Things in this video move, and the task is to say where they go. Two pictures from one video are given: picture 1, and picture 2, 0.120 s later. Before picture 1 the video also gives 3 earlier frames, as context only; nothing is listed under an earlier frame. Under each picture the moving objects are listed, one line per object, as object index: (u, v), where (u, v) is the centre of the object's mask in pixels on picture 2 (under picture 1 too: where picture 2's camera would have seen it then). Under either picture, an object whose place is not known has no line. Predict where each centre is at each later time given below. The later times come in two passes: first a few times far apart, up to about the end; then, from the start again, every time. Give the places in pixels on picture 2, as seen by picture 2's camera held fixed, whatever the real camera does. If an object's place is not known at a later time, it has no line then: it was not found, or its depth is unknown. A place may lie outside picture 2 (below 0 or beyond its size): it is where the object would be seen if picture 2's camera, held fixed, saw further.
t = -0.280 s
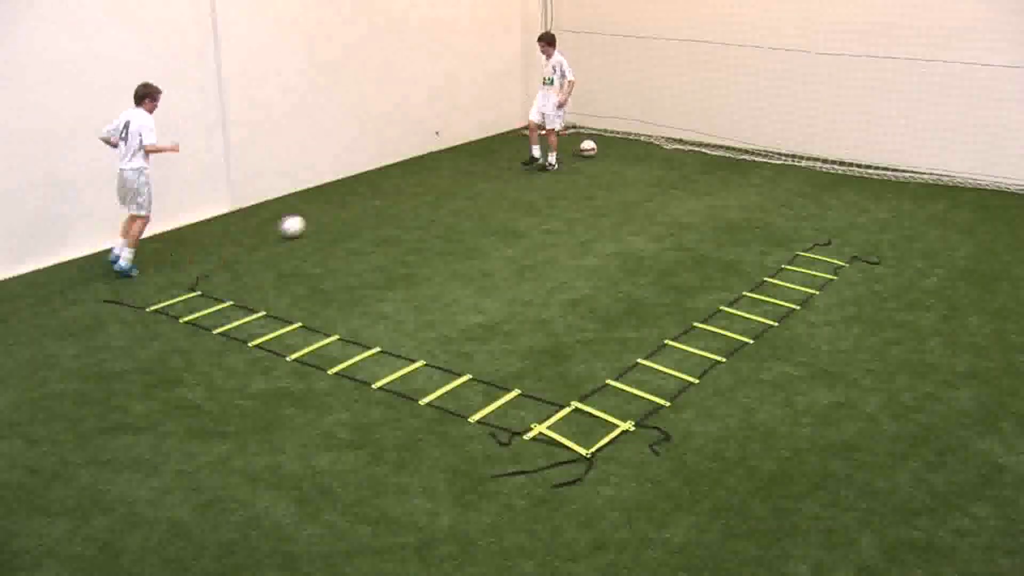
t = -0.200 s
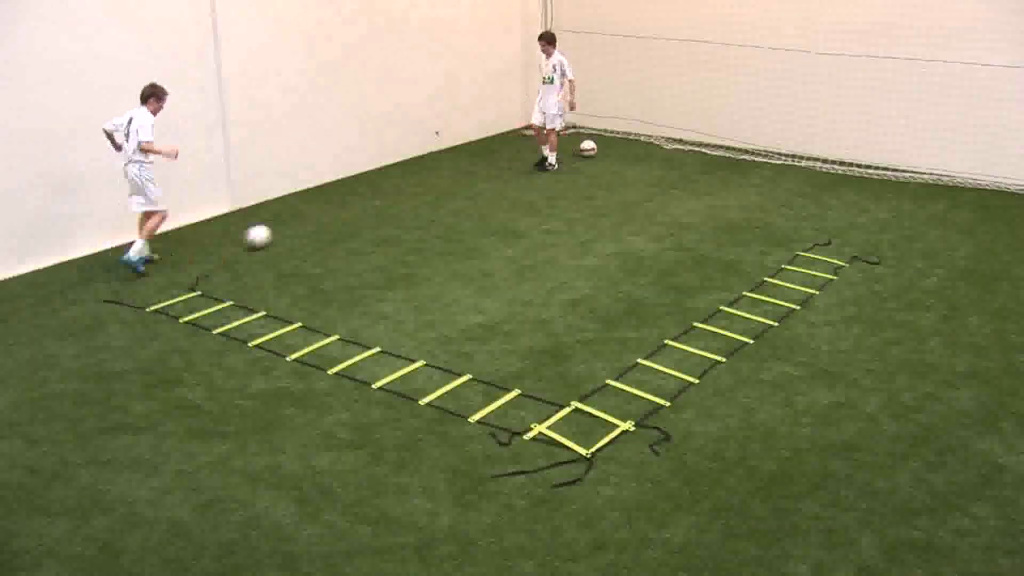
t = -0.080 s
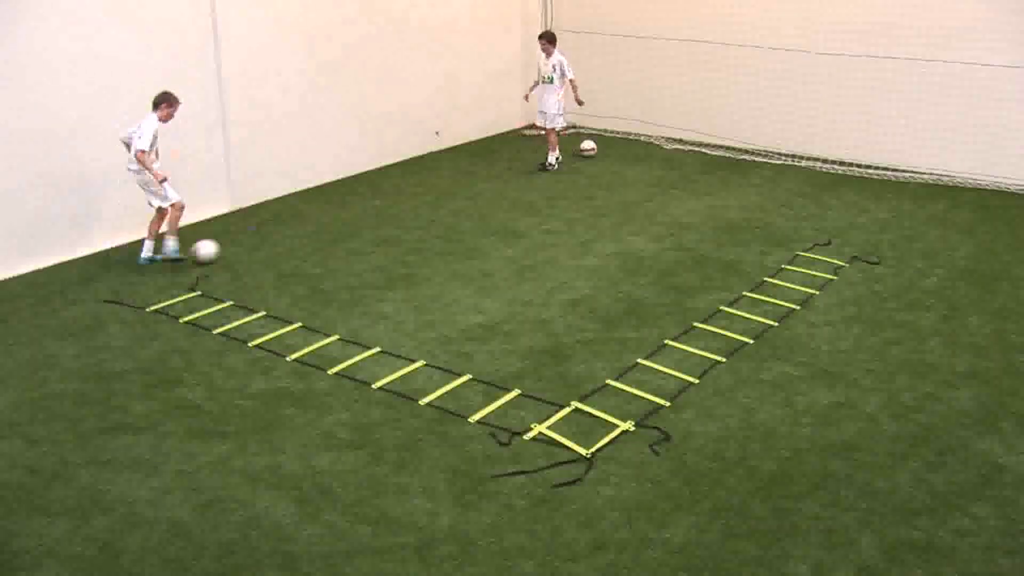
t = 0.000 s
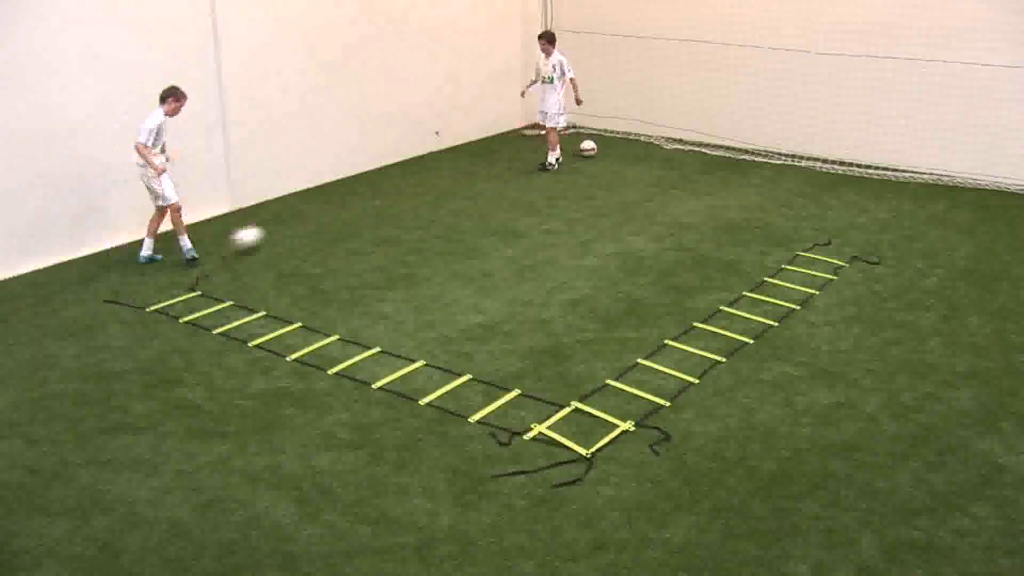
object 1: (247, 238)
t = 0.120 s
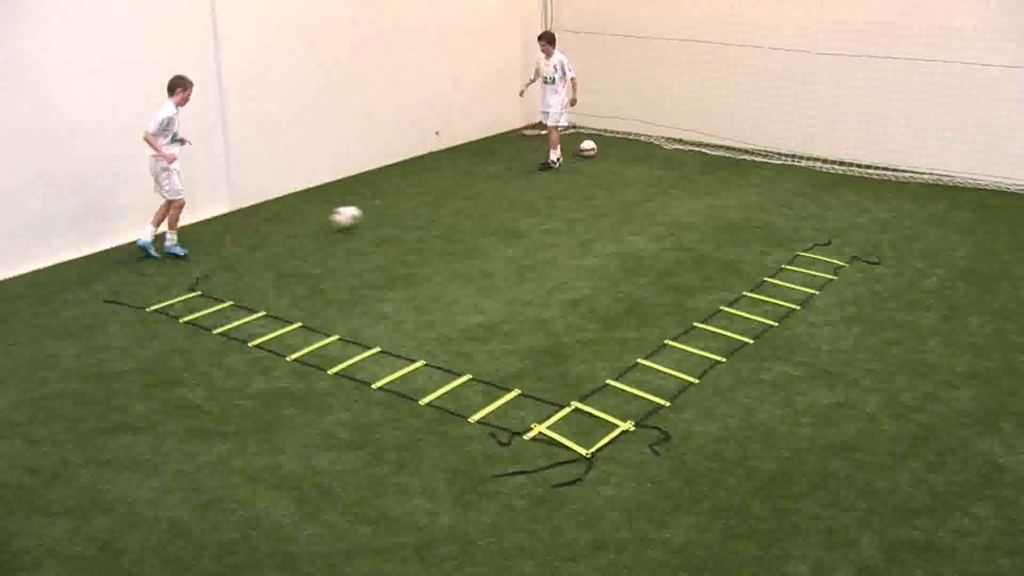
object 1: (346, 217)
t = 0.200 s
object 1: (400, 206)
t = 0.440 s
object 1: (520, 178)
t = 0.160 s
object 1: (376, 213)
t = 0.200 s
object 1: (400, 206)
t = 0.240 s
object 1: (423, 199)
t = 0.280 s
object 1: (445, 194)
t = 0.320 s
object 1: (466, 190)
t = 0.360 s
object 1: (486, 188)
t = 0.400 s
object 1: (504, 183)
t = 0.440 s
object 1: (520, 178)
